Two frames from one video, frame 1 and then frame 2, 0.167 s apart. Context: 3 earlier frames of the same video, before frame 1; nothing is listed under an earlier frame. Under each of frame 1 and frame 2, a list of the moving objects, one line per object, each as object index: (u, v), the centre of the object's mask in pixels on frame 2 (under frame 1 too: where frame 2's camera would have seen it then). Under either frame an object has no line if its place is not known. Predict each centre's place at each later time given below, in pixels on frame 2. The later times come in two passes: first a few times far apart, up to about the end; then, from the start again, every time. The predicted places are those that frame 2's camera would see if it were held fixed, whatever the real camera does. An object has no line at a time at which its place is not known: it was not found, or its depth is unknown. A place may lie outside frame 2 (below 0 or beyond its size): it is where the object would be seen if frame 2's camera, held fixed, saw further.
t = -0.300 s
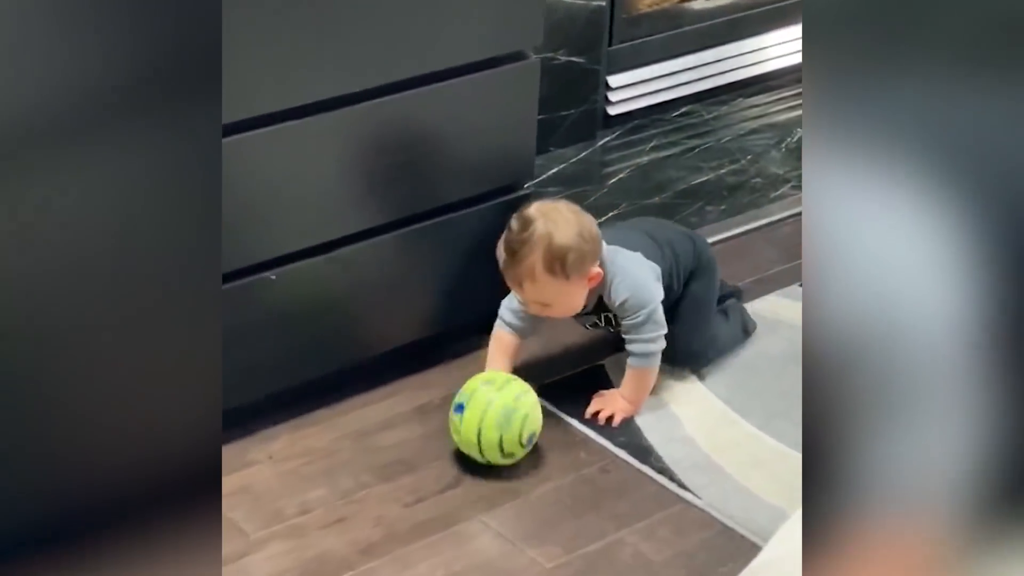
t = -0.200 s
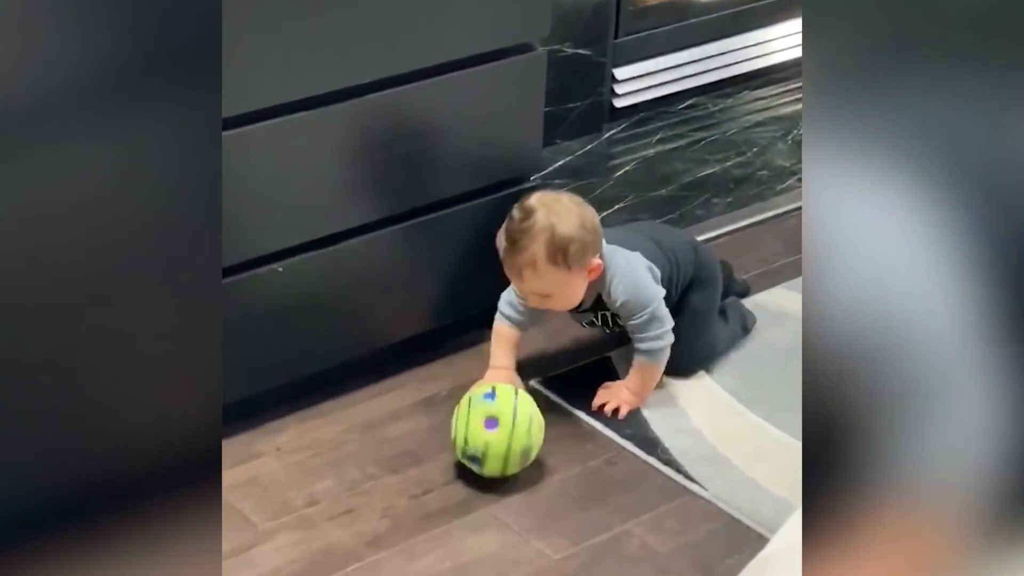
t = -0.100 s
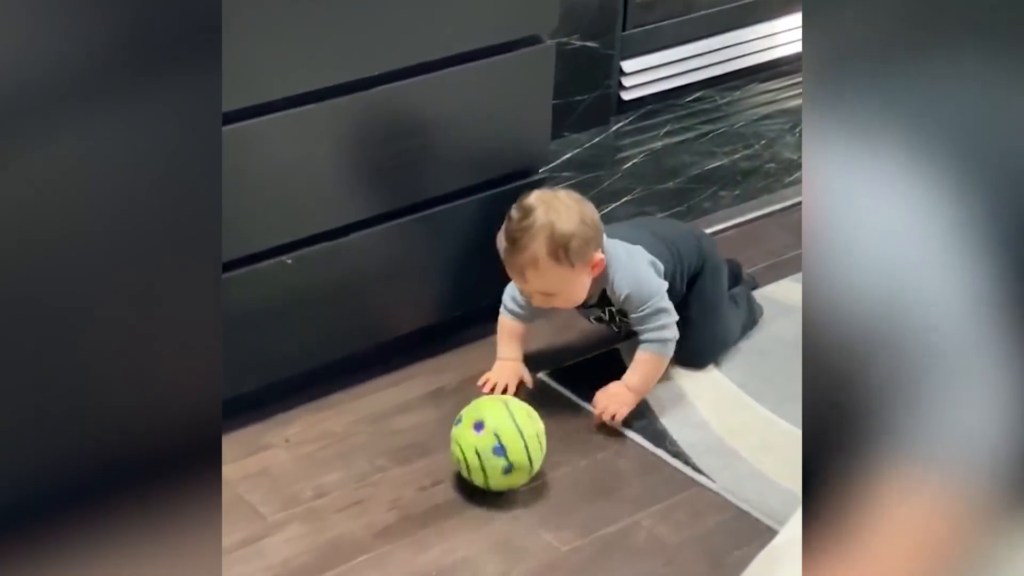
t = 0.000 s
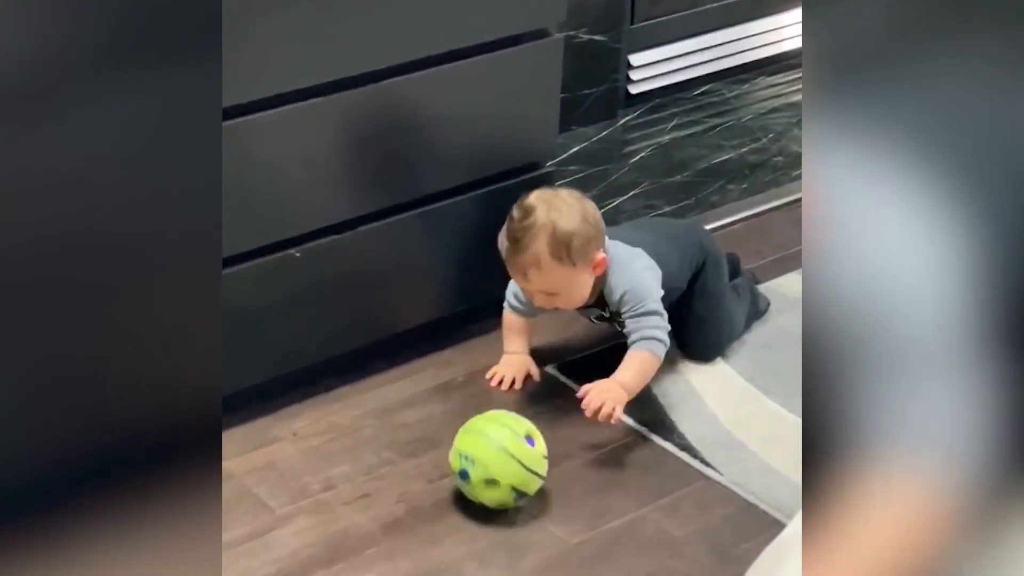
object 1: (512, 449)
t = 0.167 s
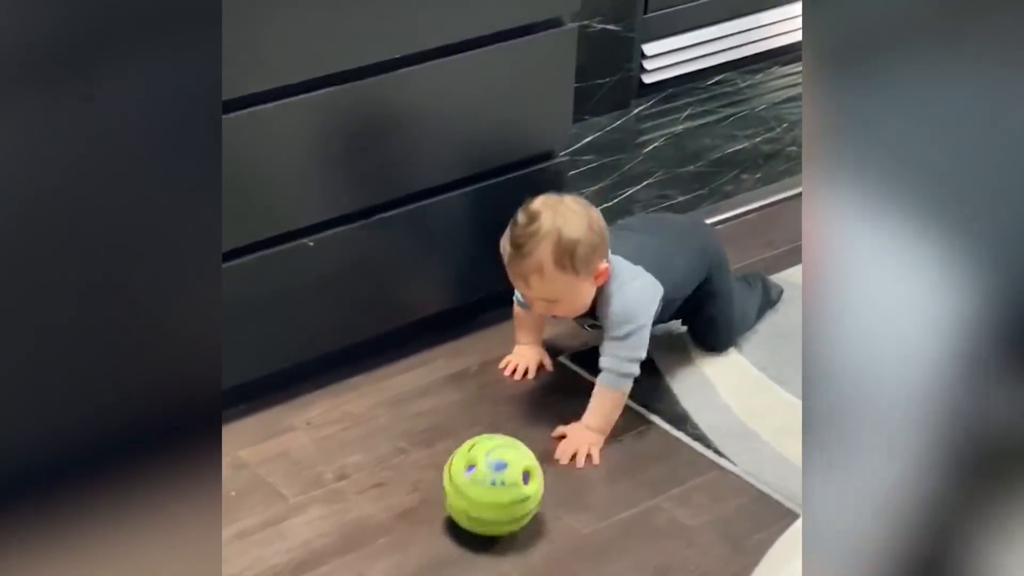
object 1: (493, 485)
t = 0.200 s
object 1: (488, 491)
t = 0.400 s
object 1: (446, 529)
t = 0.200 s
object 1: (488, 491)
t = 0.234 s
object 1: (481, 497)
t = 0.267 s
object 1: (475, 503)
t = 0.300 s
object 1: (469, 510)
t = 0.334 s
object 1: (462, 517)
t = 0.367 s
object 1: (454, 523)
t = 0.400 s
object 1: (446, 529)
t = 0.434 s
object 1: (439, 534)
